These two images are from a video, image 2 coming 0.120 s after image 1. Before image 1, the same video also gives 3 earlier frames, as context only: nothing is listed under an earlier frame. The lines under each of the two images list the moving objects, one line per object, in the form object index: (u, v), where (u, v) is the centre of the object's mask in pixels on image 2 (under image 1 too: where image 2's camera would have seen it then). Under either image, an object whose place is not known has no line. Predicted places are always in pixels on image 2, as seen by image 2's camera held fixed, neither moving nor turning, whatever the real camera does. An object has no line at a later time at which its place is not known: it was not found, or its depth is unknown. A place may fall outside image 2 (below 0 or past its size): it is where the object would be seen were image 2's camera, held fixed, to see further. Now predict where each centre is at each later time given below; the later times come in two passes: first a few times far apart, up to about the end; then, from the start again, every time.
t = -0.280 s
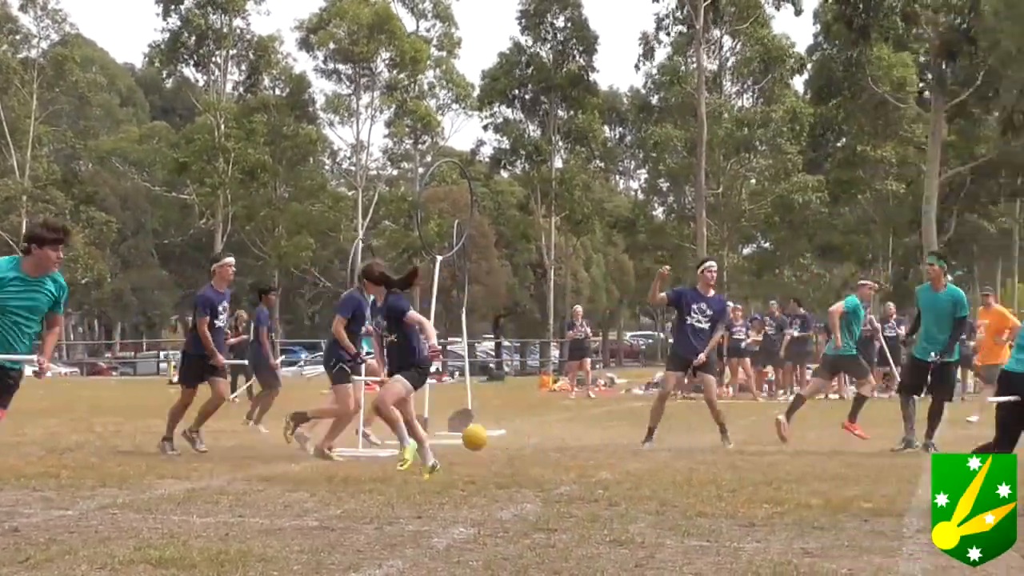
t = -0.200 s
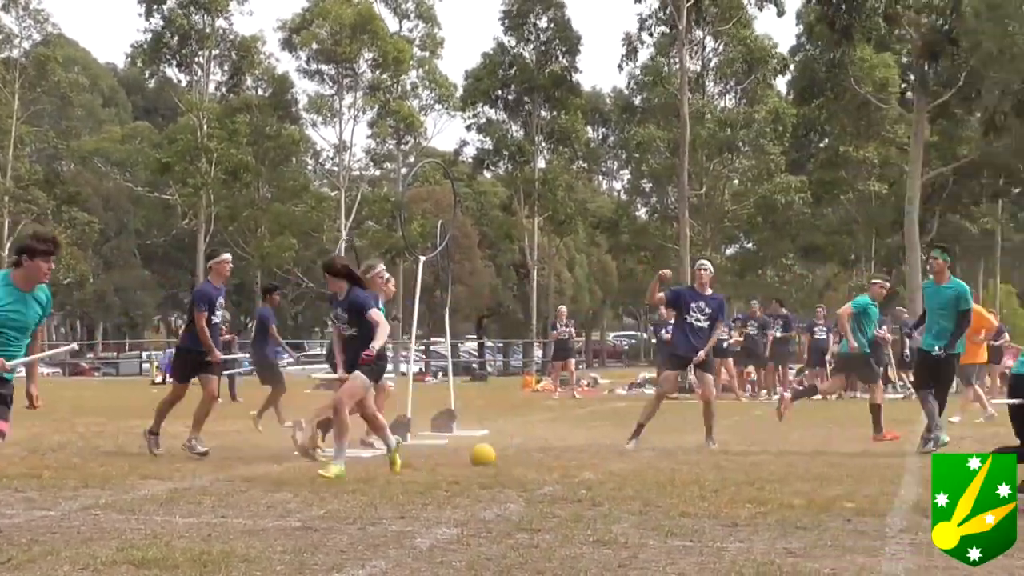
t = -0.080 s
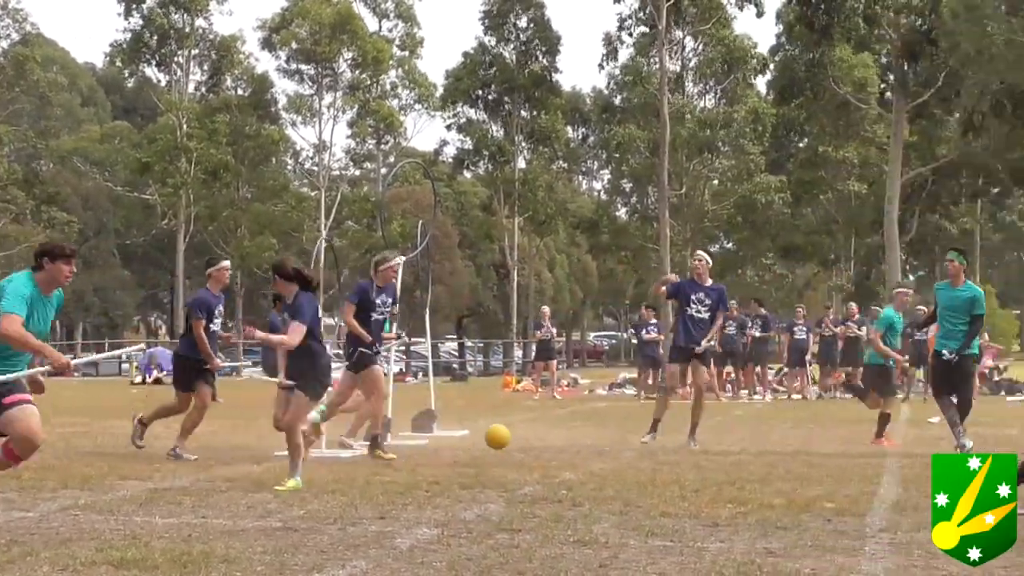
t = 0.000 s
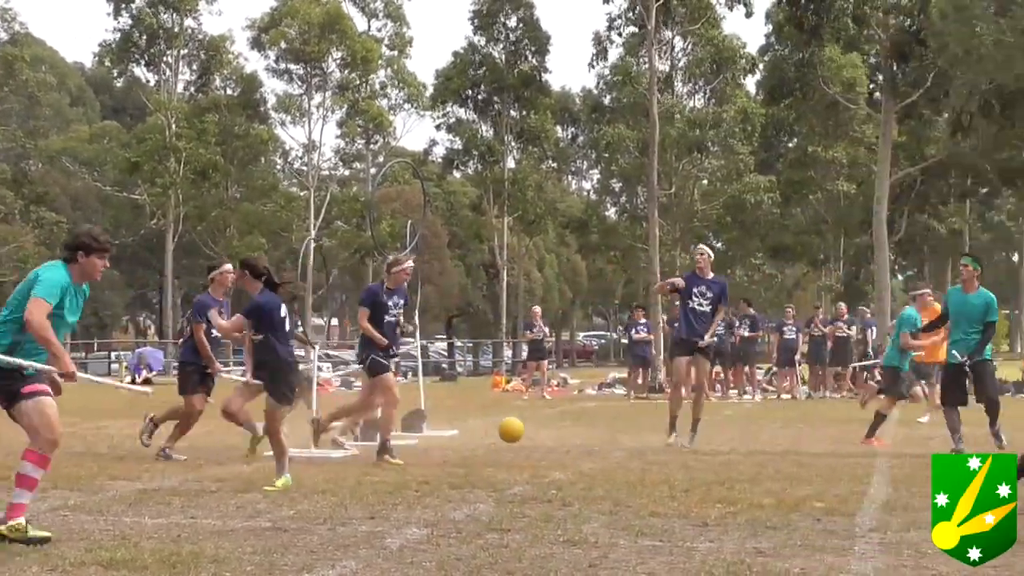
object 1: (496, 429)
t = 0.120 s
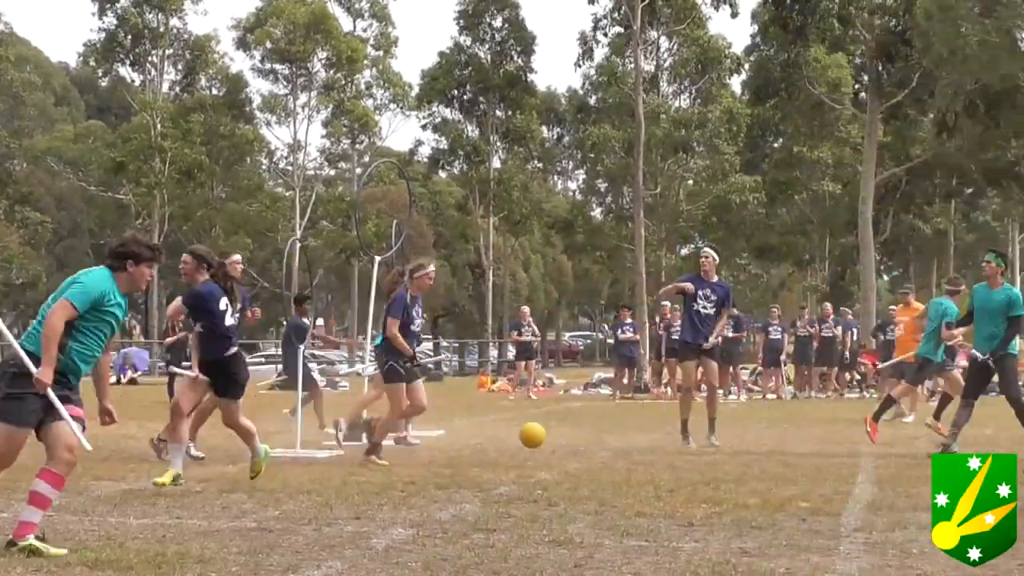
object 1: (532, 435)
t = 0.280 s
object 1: (580, 456)
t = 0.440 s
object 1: (627, 444)
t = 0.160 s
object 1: (544, 441)
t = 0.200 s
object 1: (556, 448)
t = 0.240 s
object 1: (568, 456)
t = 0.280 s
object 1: (580, 456)
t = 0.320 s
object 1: (592, 450)
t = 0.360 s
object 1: (604, 447)
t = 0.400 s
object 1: (615, 444)
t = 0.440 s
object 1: (627, 444)
